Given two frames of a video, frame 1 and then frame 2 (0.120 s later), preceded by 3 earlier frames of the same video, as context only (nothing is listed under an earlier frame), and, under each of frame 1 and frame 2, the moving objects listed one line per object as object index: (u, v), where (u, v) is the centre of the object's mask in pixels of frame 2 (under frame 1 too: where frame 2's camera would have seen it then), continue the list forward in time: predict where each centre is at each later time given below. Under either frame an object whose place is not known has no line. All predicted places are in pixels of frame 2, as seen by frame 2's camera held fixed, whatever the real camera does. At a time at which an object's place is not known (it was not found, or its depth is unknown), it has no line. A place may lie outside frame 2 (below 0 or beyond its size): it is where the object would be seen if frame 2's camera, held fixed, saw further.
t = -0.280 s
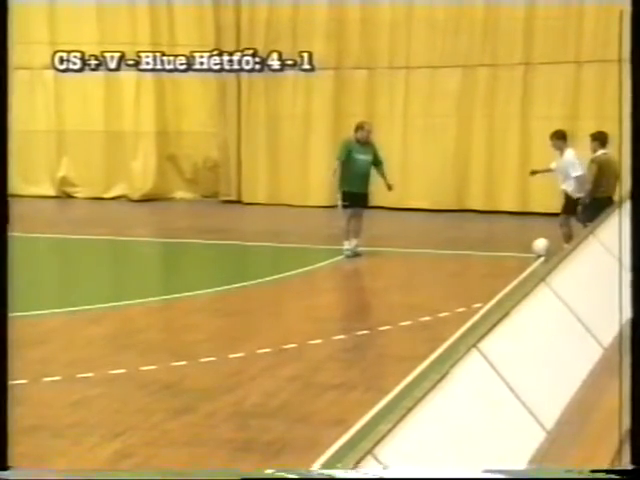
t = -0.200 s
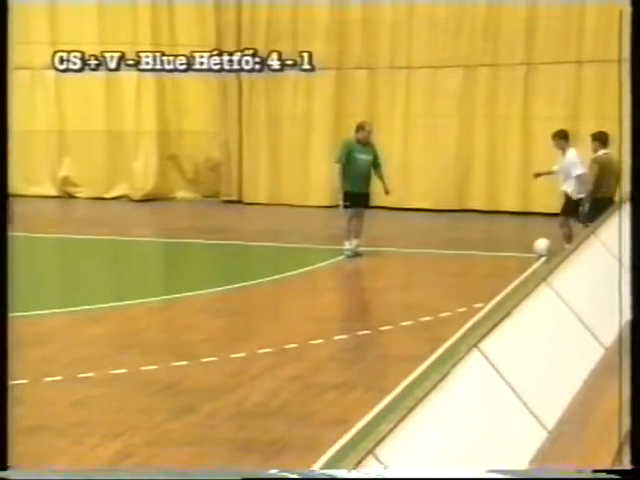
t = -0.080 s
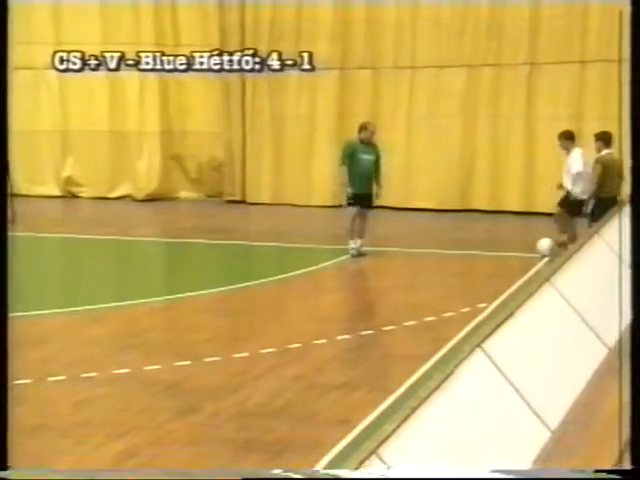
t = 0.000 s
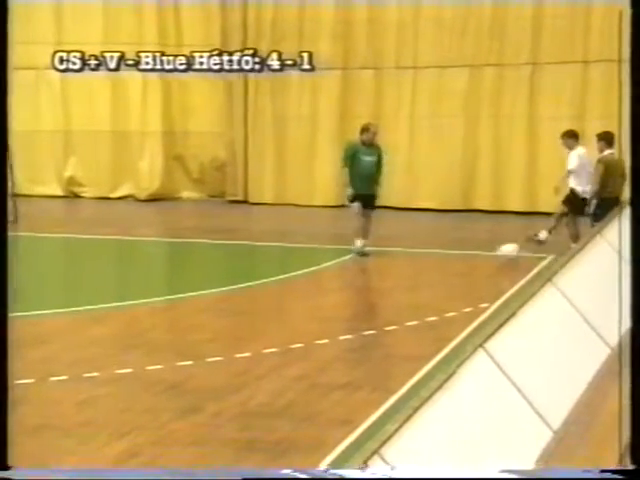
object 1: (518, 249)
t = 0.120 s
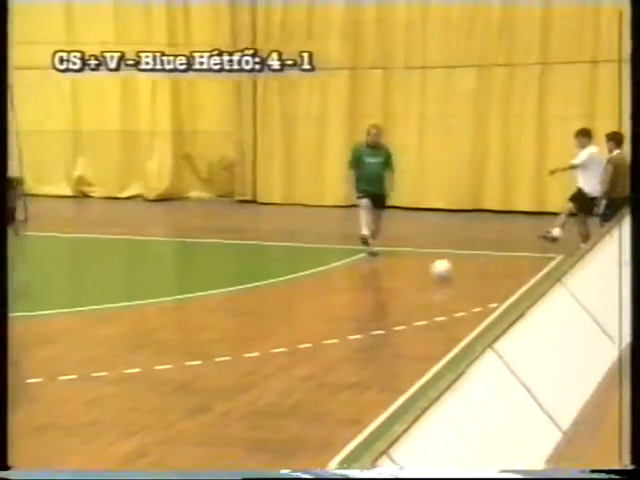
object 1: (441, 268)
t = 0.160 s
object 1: (418, 270)
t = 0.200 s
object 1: (392, 274)
